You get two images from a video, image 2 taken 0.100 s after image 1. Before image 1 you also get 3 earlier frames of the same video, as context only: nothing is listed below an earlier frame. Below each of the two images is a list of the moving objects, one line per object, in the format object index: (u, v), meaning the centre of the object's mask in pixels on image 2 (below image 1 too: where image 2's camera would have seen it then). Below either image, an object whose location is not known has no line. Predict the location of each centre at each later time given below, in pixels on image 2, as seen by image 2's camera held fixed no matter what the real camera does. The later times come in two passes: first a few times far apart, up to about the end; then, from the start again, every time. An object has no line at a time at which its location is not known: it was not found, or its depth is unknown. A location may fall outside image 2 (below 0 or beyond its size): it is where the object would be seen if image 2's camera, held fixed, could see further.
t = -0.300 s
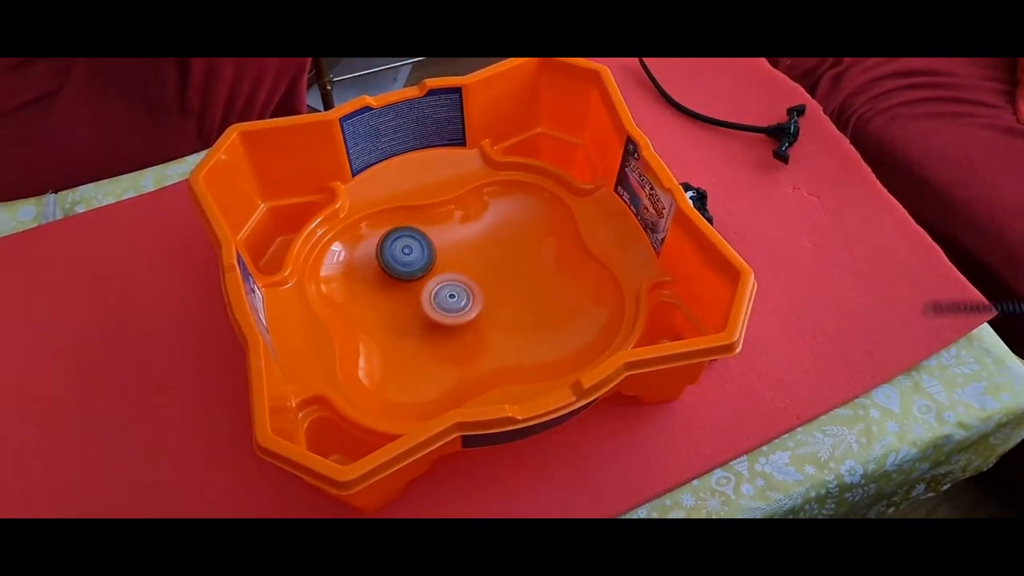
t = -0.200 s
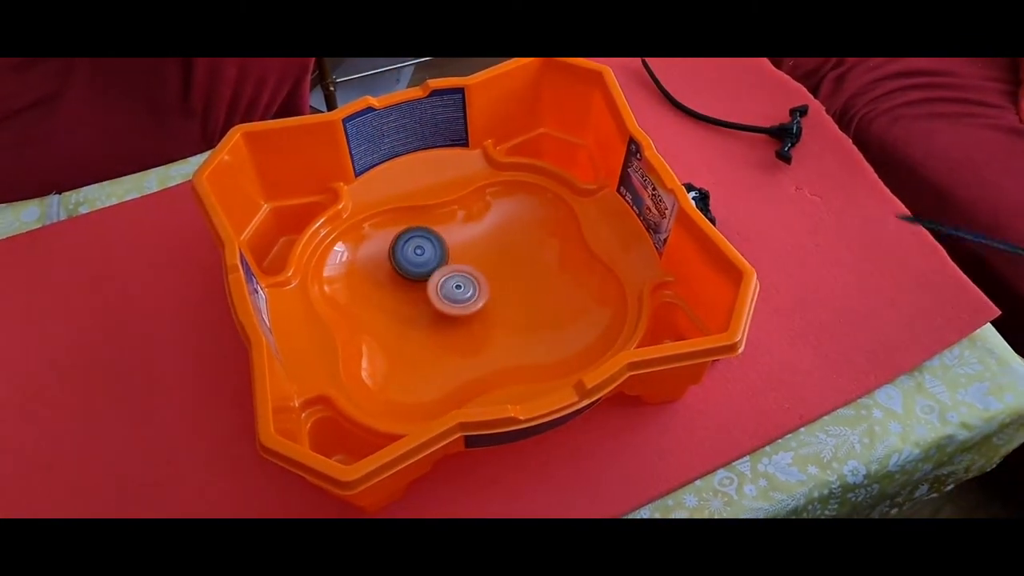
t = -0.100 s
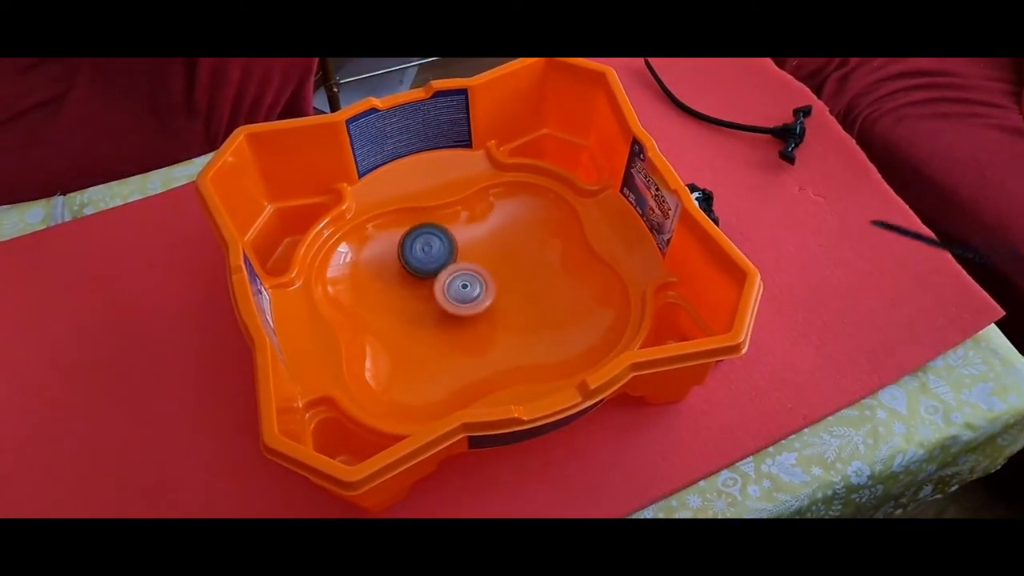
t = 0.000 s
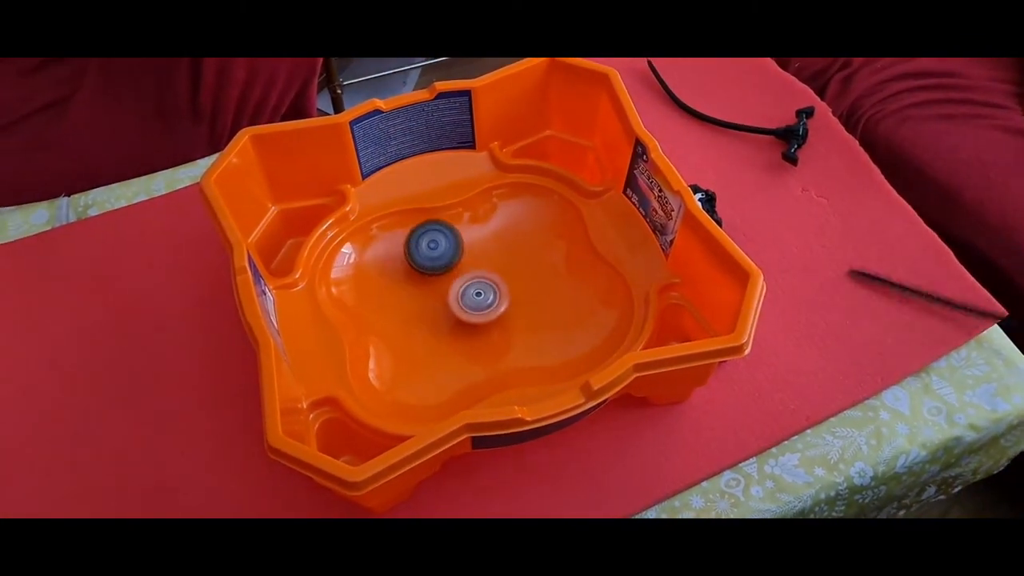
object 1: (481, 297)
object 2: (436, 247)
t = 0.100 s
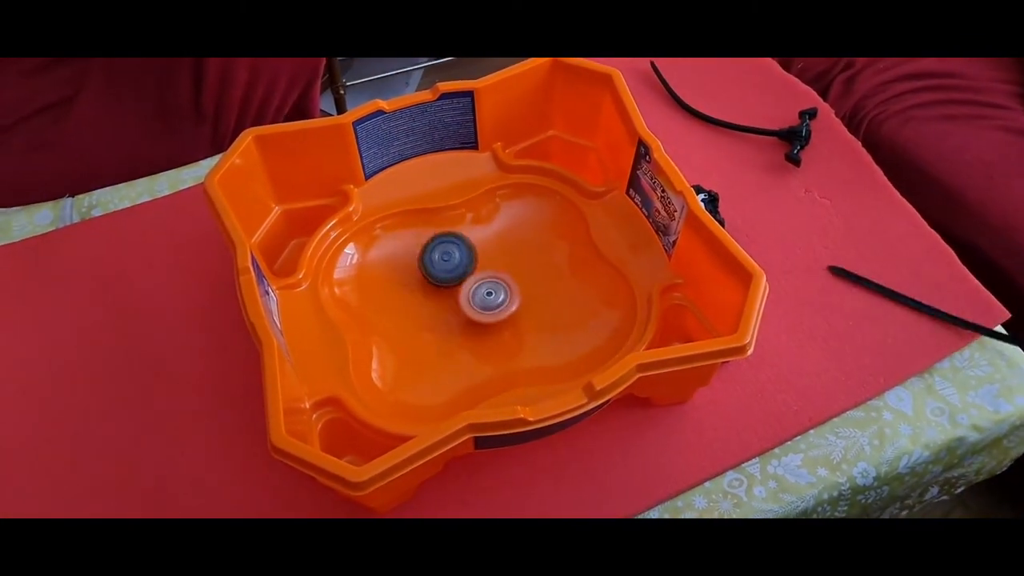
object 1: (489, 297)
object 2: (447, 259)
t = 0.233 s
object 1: (514, 322)
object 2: (444, 230)
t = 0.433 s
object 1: (541, 327)
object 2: (454, 267)
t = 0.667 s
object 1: (561, 314)
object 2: (463, 306)
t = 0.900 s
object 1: (546, 318)
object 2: (465, 334)
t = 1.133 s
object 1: (517, 318)
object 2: (453, 351)
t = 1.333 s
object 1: (485, 312)
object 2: (433, 361)
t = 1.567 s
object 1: (449, 311)
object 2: (412, 360)
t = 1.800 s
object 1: (433, 302)
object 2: (403, 355)
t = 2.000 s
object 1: (432, 287)
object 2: (411, 347)
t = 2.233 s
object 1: (431, 273)
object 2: (426, 348)
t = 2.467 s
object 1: (441, 262)
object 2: (456, 363)
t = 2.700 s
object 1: (454, 274)
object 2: (485, 348)
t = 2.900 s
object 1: (485, 290)
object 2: (507, 340)
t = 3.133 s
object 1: (498, 264)
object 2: (548, 326)
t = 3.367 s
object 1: (488, 278)
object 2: (548, 304)
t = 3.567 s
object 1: (476, 283)
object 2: (548, 303)
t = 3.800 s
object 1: (444, 286)
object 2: (594, 311)
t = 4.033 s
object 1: (408, 286)
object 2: (571, 314)
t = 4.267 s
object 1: (412, 299)
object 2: (525, 310)
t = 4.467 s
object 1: (411, 295)
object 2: (510, 307)
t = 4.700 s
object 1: (423, 286)
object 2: (496, 295)
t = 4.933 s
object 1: (425, 280)
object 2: (516, 287)
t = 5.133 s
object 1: (438, 280)
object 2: (534, 280)
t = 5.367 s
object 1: (454, 287)
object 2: (542, 280)
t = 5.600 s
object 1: (468, 295)
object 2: (536, 290)
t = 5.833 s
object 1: (466, 296)
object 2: (531, 301)
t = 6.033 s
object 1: (443, 294)
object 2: (550, 307)
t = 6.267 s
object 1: (443, 300)
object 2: (538, 297)
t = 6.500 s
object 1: (440, 299)
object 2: (530, 286)
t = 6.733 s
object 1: (446, 297)
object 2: (529, 275)
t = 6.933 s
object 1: (458, 298)
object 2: (526, 268)
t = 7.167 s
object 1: (472, 302)
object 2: (523, 263)
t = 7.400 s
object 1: (461, 309)
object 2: (531, 251)
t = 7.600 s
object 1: (439, 317)
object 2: (527, 246)
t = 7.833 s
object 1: (440, 321)
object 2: (517, 246)
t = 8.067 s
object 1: (453, 324)
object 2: (503, 248)
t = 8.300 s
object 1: (483, 303)
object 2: (489, 247)
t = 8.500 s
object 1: (506, 293)
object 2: (478, 249)
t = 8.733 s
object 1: (511, 301)
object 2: (462, 246)
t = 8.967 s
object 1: (538, 346)
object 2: (431, 261)
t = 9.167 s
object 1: (542, 339)
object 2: (426, 276)
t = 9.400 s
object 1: (502, 313)
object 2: (422, 284)
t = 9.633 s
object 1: (475, 299)
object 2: (368, 261)
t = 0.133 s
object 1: (492, 298)
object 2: (449, 260)
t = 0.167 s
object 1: (500, 308)
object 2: (448, 245)
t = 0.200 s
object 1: (508, 316)
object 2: (445, 234)
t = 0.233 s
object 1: (514, 322)
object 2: (444, 230)
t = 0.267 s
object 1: (519, 325)
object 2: (444, 229)
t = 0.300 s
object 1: (524, 327)
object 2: (445, 235)
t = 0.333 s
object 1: (529, 327)
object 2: (448, 242)
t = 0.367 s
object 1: (533, 328)
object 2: (450, 250)
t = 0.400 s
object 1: (537, 328)
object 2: (452, 259)
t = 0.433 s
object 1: (541, 327)
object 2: (454, 267)
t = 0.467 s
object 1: (545, 324)
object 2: (456, 273)
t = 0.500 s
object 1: (548, 322)
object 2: (458, 279)
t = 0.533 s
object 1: (551, 320)
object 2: (459, 285)
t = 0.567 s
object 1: (554, 318)
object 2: (460, 290)
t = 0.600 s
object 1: (557, 316)
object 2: (460, 296)
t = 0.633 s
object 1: (559, 315)
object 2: (462, 301)
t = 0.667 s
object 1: (561, 314)
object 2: (463, 306)
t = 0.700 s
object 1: (561, 313)
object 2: (464, 311)
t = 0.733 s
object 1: (560, 314)
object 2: (465, 315)
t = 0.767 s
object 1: (559, 315)
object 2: (465, 319)
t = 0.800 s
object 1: (557, 315)
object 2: (465, 323)
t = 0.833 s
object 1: (554, 316)
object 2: (465, 327)
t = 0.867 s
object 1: (551, 317)
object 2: (465, 331)
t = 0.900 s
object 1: (546, 318)
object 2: (465, 334)
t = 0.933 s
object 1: (543, 318)
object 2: (464, 336)
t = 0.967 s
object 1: (539, 318)
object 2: (463, 339)
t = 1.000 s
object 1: (535, 318)
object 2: (461, 342)
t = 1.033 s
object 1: (532, 319)
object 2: (459, 345)
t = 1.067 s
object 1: (527, 319)
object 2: (458, 347)
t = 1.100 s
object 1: (523, 319)
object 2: (455, 349)
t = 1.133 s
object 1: (517, 318)
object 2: (453, 351)
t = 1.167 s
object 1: (512, 318)
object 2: (450, 354)
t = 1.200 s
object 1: (507, 317)
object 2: (447, 355)
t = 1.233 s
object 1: (502, 316)
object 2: (444, 356)
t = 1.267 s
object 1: (497, 315)
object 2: (440, 358)
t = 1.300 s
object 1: (492, 314)
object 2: (437, 360)
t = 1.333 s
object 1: (485, 312)
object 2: (433, 361)
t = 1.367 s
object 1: (479, 311)
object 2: (430, 361)
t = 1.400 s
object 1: (472, 310)
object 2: (427, 361)
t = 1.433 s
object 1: (467, 309)
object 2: (423, 361)
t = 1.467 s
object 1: (463, 309)
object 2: (420, 361)
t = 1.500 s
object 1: (458, 309)
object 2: (417, 361)
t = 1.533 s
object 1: (454, 310)
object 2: (413, 360)
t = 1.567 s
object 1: (449, 311)
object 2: (412, 360)
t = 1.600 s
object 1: (445, 312)
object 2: (410, 359)
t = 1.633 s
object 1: (441, 313)
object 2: (408, 359)
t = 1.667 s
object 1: (438, 313)
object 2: (407, 357)
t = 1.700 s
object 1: (435, 311)
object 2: (406, 357)
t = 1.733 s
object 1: (434, 309)
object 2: (404, 357)
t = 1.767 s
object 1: (434, 306)
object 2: (404, 356)
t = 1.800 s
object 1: (433, 302)
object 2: (403, 355)
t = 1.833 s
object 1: (433, 299)
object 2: (404, 354)
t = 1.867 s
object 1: (433, 295)
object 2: (405, 353)
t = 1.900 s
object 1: (432, 292)
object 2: (406, 351)
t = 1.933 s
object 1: (432, 290)
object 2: (408, 350)
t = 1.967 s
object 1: (432, 288)
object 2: (409, 349)
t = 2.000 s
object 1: (432, 287)
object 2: (411, 347)
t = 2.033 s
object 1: (432, 285)
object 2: (412, 345)
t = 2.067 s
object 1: (432, 284)
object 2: (414, 343)
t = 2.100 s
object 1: (431, 283)
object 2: (416, 340)
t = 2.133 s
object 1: (430, 282)
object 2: (419, 338)
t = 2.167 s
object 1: (430, 282)
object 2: (422, 336)
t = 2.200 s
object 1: (430, 280)
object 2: (424, 337)
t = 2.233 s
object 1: (431, 273)
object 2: (426, 348)
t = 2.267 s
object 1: (434, 267)
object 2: (429, 358)
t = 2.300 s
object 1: (437, 264)
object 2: (433, 364)
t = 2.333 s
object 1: (439, 262)
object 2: (438, 368)
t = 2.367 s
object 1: (440, 261)
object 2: (442, 368)
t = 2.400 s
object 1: (440, 261)
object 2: (446, 367)
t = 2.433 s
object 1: (441, 260)
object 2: (451, 365)
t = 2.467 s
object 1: (441, 262)
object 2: (456, 363)
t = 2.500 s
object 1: (442, 265)
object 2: (461, 361)
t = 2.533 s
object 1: (443, 267)
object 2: (465, 359)
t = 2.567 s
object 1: (444, 268)
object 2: (470, 357)
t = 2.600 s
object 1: (446, 270)
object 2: (473, 355)
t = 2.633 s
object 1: (448, 272)
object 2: (477, 353)
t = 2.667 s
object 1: (451, 274)
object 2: (481, 350)
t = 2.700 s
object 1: (454, 274)
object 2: (485, 348)
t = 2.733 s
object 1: (458, 275)
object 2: (489, 346)
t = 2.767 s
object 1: (463, 277)
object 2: (493, 344)
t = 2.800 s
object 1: (469, 280)
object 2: (497, 343)
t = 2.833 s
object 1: (475, 283)
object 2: (499, 342)
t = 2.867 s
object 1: (480, 286)
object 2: (503, 341)
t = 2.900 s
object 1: (485, 290)
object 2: (507, 340)
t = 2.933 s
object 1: (487, 283)
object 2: (515, 352)
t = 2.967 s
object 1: (490, 274)
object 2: (524, 353)
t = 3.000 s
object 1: (492, 267)
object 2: (530, 345)
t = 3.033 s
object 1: (494, 264)
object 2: (537, 343)
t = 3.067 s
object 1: (496, 262)
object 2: (542, 341)
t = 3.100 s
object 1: (498, 262)
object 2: (545, 334)
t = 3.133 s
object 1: (498, 264)
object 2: (548, 326)
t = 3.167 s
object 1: (499, 266)
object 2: (549, 320)
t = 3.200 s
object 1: (498, 268)
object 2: (549, 315)
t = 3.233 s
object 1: (496, 270)
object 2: (549, 311)
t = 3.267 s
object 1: (494, 273)
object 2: (549, 309)
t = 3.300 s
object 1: (492, 274)
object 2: (548, 307)
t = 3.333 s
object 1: (490, 277)
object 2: (548, 305)
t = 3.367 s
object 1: (488, 278)
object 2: (548, 304)
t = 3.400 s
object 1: (487, 280)
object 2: (547, 303)
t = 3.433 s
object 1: (486, 281)
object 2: (546, 302)
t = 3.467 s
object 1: (485, 283)
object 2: (545, 301)
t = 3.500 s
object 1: (483, 284)
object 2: (546, 301)
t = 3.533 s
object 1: (478, 283)
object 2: (548, 302)
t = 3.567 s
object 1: (476, 283)
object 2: (548, 303)
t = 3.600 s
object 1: (475, 284)
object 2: (547, 302)
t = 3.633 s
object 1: (475, 285)
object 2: (546, 302)
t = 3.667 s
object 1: (476, 287)
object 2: (545, 301)
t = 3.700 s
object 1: (478, 289)
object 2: (543, 300)
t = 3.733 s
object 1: (479, 291)
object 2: (543, 300)
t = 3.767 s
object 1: (461, 289)
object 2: (569, 306)
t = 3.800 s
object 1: (444, 286)
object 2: (594, 311)
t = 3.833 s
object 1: (430, 284)
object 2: (612, 312)
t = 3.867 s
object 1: (420, 282)
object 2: (615, 310)
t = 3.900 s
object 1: (413, 282)
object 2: (614, 313)
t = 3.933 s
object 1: (409, 282)
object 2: (607, 315)
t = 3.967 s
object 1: (408, 283)
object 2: (596, 316)
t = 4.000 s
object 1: (408, 284)
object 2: (583, 315)
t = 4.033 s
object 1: (408, 286)
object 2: (571, 314)
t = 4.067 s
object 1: (409, 289)
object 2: (560, 312)
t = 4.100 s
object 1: (409, 291)
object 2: (551, 311)
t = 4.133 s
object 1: (410, 293)
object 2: (543, 310)
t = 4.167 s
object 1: (411, 295)
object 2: (537, 310)
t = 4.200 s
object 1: (411, 297)
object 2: (532, 310)
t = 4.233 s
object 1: (411, 298)
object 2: (528, 310)
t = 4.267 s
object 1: (412, 299)
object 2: (525, 310)
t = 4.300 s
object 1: (411, 300)
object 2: (523, 310)
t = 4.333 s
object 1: (411, 300)
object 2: (520, 310)
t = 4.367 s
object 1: (410, 299)
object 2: (518, 309)
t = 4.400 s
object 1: (411, 298)
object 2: (515, 308)
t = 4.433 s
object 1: (411, 296)
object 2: (512, 308)
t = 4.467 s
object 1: (411, 295)
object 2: (510, 307)
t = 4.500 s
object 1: (412, 294)
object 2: (508, 305)
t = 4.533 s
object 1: (413, 292)
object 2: (505, 304)
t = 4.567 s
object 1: (415, 291)
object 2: (503, 302)
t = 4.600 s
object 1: (417, 290)
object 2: (501, 300)
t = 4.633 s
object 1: (418, 289)
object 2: (500, 299)
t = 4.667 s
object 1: (420, 288)
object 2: (498, 297)
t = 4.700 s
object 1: (423, 286)
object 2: (496, 295)
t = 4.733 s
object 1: (426, 286)
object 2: (495, 293)
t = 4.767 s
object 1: (428, 285)
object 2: (494, 292)
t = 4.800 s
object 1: (430, 284)
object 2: (494, 290)
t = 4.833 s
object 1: (430, 283)
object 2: (494, 288)
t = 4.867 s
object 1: (431, 283)
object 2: (496, 287)
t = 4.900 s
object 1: (427, 281)
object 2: (507, 287)
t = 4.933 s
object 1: (425, 280)
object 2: (516, 287)
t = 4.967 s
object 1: (426, 279)
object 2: (523, 286)
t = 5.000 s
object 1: (427, 278)
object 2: (526, 285)
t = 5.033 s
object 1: (430, 278)
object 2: (528, 284)
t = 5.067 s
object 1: (433, 278)
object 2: (530, 282)
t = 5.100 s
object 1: (435, 279)
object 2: (532, 281)
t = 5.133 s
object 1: (438, 280)
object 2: (534, 280)
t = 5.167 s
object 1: (440, 281)
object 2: (536, 279)
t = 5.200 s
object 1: (442, 282)
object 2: (538, 278)
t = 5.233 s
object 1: (445, 283)
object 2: (539, 278)
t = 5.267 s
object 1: (447, 284)
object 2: (540, 279)
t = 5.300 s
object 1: (449, 285)
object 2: (541, 279)
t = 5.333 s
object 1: (452, 286)
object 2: (542, 280)
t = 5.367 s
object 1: (454, 287)
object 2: (542, 280)
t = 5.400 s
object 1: (456, 289)
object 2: (543, 281)
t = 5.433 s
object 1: (459, 290)
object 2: (542, 283)
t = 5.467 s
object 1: (461, 291)
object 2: (542, 284)
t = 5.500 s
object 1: (463, 292)
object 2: (541, 286)
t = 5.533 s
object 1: (465, 293)
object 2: (539, 287)
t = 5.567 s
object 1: (467, 294)
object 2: (538, 289)
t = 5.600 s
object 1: (468, 295)
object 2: (536, 290)
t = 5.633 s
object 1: (471, 296)
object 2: (534, 292)
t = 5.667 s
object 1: (471, 296)
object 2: (533, 293)
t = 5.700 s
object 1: (470, 296)
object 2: (534, 295)
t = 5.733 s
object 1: (470, 297)
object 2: (532, 297)
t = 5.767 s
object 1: (468, 296)
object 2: (533, 298)
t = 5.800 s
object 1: (466, 296)
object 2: (533, 300)
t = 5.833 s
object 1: (466, 296)
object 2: (531, 301)
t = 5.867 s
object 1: (465, 296)
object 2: (529, 301)
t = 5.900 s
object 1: (462, 297)
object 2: (531, 302)
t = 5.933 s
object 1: (454, 295)
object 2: (541, 304)
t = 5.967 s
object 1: (448, 295)
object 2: (547, 305)
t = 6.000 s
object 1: (445, 294)
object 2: (550, 307)
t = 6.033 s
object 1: (443, 294)
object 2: (550, 307)
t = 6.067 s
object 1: (442, 294)
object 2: (548, 307)
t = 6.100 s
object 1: (442, 294)
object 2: (545, 305)
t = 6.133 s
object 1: (442, 295)
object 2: (544, 303)
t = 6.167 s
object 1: (443, 297)
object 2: (542, 302)
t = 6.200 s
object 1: (443, 298)
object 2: (540, 300)
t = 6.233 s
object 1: (443, 299)
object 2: (539, 298)
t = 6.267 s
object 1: (443, 300)
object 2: (538, 297)
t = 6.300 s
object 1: (443, 300)
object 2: (536, 295)
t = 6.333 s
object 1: (442, 301)
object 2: (535, 294)
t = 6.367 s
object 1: (441, 301)
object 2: (534, 292)
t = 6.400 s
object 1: (441, 300)
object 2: (533, 291)
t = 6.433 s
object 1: (440, 300)
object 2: (532, 290)
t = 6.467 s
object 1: (440, 300)
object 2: (531, 288)
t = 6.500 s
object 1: (440, 299)
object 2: (530, 286)
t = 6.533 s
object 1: (440, 299)
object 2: (530, 285)
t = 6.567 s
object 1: (441, 298)
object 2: (530, 283)
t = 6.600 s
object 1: (442, 298)
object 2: (529, 281)
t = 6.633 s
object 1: (443, 297)
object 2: (529, 280)
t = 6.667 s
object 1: (444, 297)
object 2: (529, 278)
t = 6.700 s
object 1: (445, 297)
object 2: (529, 276)
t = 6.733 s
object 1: (446, 297)
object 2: (529, 275)
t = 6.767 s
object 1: (448, 297)
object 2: (528, 273)
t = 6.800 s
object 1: (449, 297)
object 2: (528, 272)
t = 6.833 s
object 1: (451, 297)
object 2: (528, 270)
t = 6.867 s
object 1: (453, 297)
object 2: (527, 270)
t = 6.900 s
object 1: (455, 298)
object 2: (527, 269)
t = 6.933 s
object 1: (458, 298)
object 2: (526, 268)
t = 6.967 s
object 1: (461, 299)
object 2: (526, 267)
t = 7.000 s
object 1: (464, 301)
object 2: (526, 266)
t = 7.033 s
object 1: (466, 302)
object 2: (526, 265)
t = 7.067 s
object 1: (468, 302)
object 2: (525, 264)
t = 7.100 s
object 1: (470, 303)
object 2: (525, 264)
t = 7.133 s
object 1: (471, 303)
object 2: (524, 263)
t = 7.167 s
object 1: (472, 302)
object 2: (523, 263)
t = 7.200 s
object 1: (473, 302)
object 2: (522, 262)
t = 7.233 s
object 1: (474, 301)
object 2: (521, 262)
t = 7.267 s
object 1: (476, 300)
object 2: (519, 262)
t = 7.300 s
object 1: (475, 301)
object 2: (521, 260)
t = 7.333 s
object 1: (470, 304)
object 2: (527, 255)
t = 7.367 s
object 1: (466, 306)
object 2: (530, 252)
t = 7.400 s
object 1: (461, 309)
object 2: (531, 251)
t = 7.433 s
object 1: (457, 311)
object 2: (530, 250)
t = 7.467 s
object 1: (453, 313)
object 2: (529, 248)
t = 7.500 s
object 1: (449, 315)
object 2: (529, 248)
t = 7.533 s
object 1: (445, 316)
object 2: (528, 247)
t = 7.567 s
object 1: (442, 317)
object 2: (528, 246)
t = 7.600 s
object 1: (439, 317)
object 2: (527, 246)
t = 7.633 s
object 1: (437, 318)
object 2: (526, 245)
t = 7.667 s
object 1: (435, 318)
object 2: (525, 245)
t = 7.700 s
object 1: (435, 318)
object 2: (524, 245)
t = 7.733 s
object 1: (435, 318)
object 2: (522, 245)
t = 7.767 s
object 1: (436, 319)
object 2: (520, 246)
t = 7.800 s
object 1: (438, 320)
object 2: (519, 246)
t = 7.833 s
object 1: (440, 321)
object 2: (517, 246)
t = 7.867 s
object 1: (442, 322)
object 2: (515, 246)
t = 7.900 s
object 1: (444, 322)
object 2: (513, 246)
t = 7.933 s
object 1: (445, 324)
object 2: (510, 247)
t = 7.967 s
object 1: (447, 325)
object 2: (508, 247)
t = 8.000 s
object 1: (449, 325)
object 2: (507, 247)
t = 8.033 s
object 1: (451, 325)
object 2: (505, 248)
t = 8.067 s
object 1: (453, 324)
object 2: (503, 248)
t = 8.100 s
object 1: (456, 321)
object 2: (501, 248)
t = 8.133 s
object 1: (460, 319)
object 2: (498, 247)
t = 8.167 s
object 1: (464, 316)
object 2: (496, 248)
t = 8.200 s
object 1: (468, 313)
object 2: (494, 248)
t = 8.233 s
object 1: (472, 310)
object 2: (492, 248)
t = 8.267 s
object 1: (477, 307)
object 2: (491, 248)
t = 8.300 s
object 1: (483, 303)
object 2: (489, 247)
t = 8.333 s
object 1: (488, 301)
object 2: (487, 248)
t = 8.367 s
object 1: (492, 298)
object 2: (485, 248)
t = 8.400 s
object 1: (497, 297)
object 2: (483, 248)
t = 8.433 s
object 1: (500, 295)
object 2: (481, 249)
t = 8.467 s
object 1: (504, 294)
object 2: (479, 249)
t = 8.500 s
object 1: (506, 293)
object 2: (478, 249)
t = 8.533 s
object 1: (509, 293)
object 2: (476, 250)
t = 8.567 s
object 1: (509, 293)
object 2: (474, 251)
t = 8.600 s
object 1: (510, 293)
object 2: (473, 252)
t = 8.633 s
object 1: (509, 292)
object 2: (472, 252)
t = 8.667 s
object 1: (509, 293)
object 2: (470, 253)
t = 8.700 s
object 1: (508, 293)
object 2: (469, 254)
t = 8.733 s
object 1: (511, 301)
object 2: (462, 246)
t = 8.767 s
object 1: (517, 310)
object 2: (453, 235)
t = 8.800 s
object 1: (521, 317)
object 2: (446, 229)
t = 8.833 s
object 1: (525, 325)
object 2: (441, 232)
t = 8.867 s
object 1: (529, 331)
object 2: (437, 239)
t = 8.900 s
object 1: (532, 337)
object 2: (435, 248)
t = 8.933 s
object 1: (535, 343)
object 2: (433, 255)
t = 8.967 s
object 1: (538, 346)
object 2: (431, 261)
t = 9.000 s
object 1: (541, 348)
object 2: (430, 266)
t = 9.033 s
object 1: (544, 349)
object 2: (429, 271)
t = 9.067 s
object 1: (544, 348)
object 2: (428, 273)
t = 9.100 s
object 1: (545, 346)
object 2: (427, 273)
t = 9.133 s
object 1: (544, 343)
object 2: (427, 275)
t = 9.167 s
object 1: (542, 339)
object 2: (426, 276)
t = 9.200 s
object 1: (539, 334)
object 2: (426, 278)
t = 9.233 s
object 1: (536, 329)
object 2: (425, 278)
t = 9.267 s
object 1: (531, 325)
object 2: (424, 280)
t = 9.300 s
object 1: (524, 321)
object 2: (424, 281)
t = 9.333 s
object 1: (516, 318)
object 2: (423, 282)
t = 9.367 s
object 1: (509, 315)
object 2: (422, 283)
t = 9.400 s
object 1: (502, 313)
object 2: (422, 284)
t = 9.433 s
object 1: (493, 310)
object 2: (422, 285)
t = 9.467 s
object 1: (485, 307)
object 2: (421, 286)
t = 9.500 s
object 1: (475, 303)
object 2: (417, 286)
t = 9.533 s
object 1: (477, 302)
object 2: (402, 280)
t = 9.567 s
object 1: (478, 302)
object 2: (386, 272)
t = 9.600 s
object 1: (477, 300)
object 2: (374, 265)
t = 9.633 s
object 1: (475, 299)
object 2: (368, 261)
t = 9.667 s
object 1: (475, 299)
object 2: (366, 259)
